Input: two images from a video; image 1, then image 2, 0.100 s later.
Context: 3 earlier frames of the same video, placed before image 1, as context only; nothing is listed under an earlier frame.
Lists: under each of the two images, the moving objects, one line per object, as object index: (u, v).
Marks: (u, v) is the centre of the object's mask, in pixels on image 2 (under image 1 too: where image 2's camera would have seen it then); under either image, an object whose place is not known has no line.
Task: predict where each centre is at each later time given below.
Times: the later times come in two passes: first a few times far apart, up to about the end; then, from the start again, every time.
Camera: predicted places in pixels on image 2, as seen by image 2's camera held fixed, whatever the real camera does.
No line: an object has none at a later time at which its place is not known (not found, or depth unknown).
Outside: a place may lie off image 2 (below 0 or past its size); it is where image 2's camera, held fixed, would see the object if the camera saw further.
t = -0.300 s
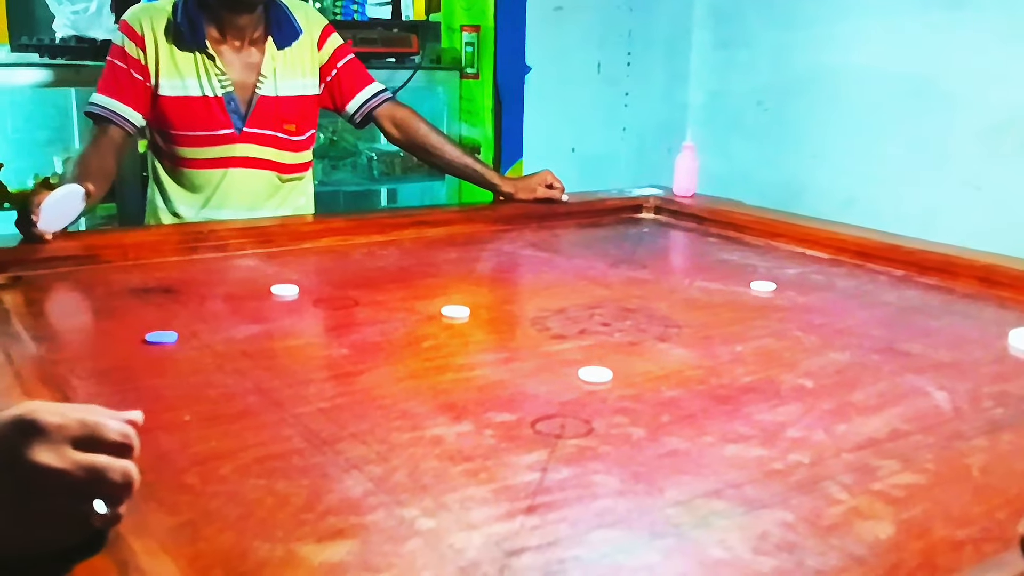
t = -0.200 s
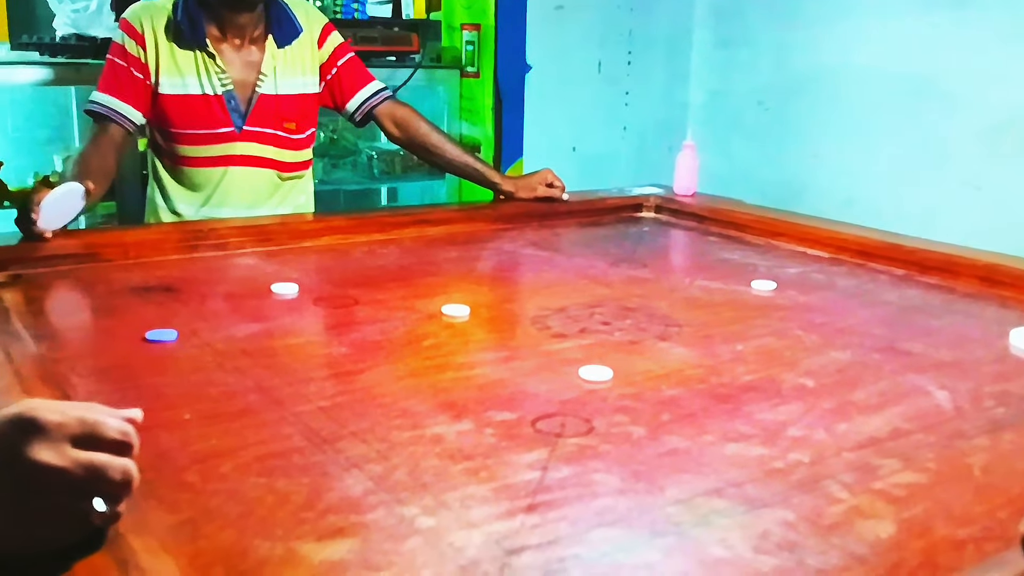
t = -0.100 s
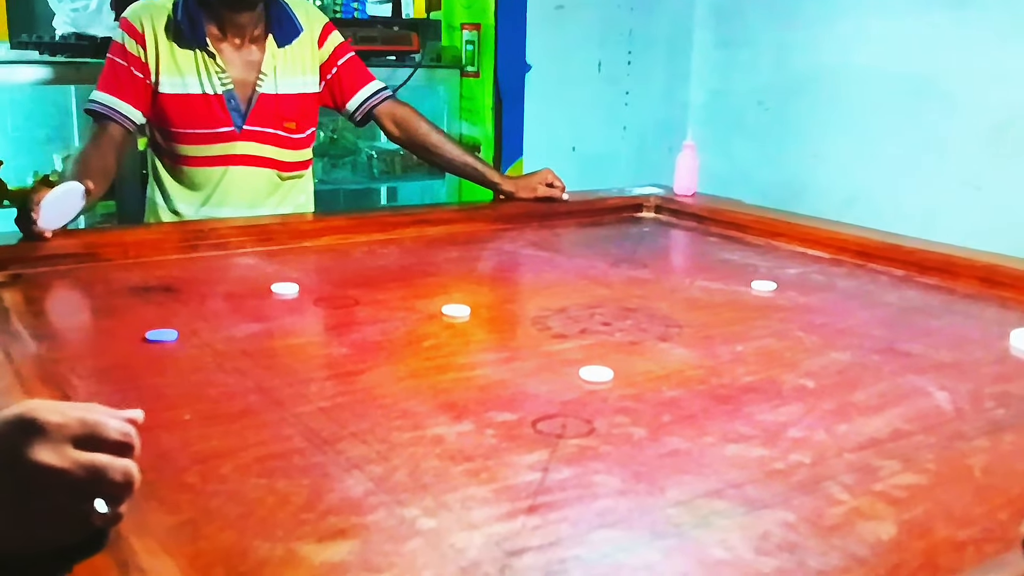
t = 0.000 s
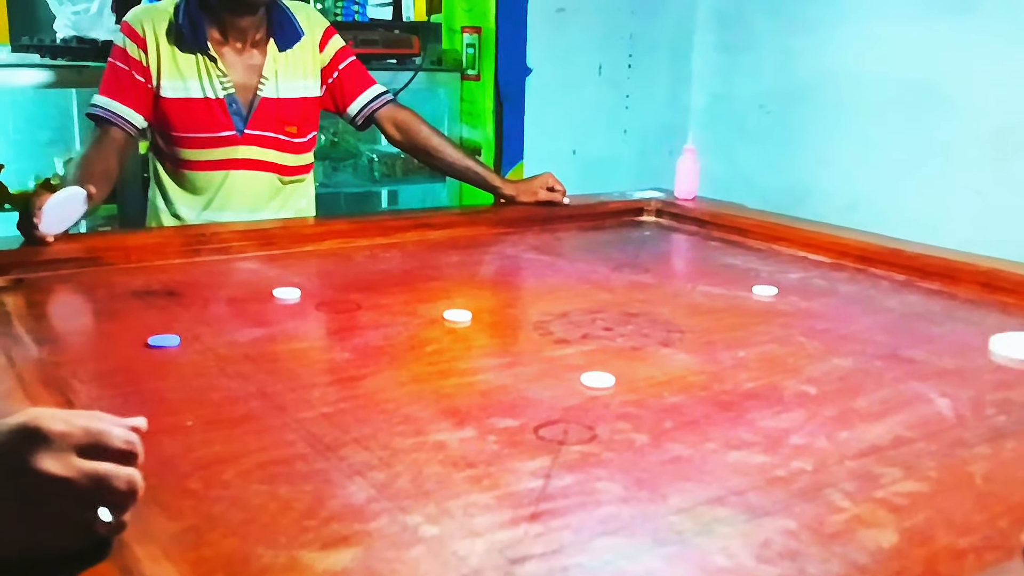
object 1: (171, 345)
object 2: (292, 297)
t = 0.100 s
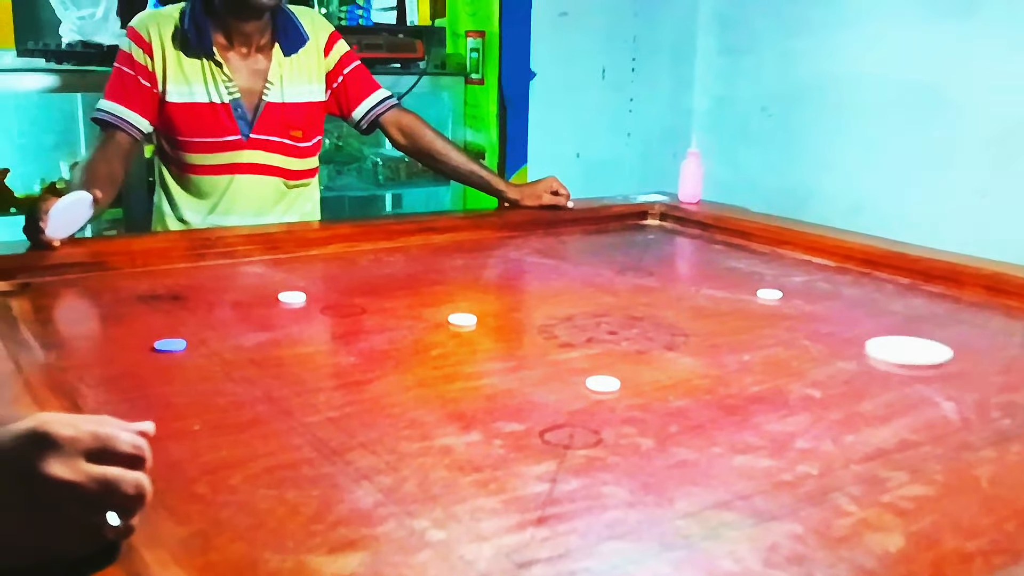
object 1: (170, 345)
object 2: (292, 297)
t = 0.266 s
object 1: (170, 345)
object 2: (292, 297)
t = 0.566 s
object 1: (170, 345)
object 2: (292, 297)
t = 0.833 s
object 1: (126, 292)
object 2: (292, 297)
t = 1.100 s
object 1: (325, 275)
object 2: (292, 297)
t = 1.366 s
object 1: (540, 292)
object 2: (416, 282)
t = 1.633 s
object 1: (762, 310)
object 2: (534, 266)
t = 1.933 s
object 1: (1011, 327)
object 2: (639, 253)
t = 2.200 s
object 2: (716, 243)
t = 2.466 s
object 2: (704, 243)
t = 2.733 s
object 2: (659, 246)
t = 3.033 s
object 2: (624, 249)
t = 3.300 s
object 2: (603, 251)
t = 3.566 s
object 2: (595, 251)
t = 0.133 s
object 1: (171, 345)
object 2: (292, 297)
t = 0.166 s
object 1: (171, 344)
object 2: (293, 297)
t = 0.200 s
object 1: (171, 345)
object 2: (292, 297)
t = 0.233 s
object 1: (170, 345)
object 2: (292, 297)
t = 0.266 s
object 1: (170, 345)
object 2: (292, 297)
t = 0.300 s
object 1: (170, 345)
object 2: (292, 297)
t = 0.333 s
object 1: (171, 345)
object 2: (292, 297)
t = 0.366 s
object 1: (170, 345)
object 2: (292, 297)
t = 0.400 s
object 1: (170, 345)
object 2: (292, 297)
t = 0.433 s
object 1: (170, 345)
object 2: (292, 298)
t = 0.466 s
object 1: (170, 345)
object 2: (292, 298)
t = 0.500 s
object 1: (170, 345)
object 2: (292, 297)
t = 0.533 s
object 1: (170, 345)
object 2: (292, 297)
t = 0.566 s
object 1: (170, 345)
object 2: (292, 297)
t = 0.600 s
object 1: (170, 345)
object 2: (292, 297)
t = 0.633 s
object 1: (170, 345)
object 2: (292, 297)
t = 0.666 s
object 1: (133, 341)
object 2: (292, 297)
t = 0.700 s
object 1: (74, 335)
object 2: (292, 297)
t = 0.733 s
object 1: (48, 326)
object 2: (292, 297)
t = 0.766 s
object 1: (76, 314)
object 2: (292, 297)
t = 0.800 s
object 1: (102, 302)
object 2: (292, 297)
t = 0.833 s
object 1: (126, 292)
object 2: (292, 297)
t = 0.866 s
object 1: (148, 282)
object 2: (293, 297)
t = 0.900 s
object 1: (167, 273)
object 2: (292, 297)
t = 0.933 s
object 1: (186, 265)
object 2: (292, 297)
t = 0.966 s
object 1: (214, 266)
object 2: (292, 297)
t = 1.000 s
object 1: (241, 269)
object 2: (292, 297)
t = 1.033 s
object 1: (269, 271)
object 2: (293, 297)
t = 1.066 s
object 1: (296, 273)
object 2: (293, 297)
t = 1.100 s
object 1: (325, 275)
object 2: (292, 297)
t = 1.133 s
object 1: (351, 277)
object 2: (293, 297)
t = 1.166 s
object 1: (378, 279)
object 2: (304, 296)
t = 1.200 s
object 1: (405, 282)
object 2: (324, 293)
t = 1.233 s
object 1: (432, 284)
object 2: (344, 291)
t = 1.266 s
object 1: (459, 286)
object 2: (363, 288)
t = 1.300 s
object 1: (486, 288)
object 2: (381, 286)
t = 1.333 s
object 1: (513, 290)
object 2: (399, 284)
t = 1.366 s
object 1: (540, 292)
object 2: (416, 282)
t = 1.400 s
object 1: (567, 294)
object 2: (432, 280)
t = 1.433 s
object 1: (594, 296)
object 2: (448, 277)
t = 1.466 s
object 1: (621, 298)
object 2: (463, 275)
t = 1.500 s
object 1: (649, 301)
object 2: (478, 274)
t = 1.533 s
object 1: (677, 303)
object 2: (492, 272)
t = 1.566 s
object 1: (705, 306)
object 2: (506, 270)
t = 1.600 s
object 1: (733, 307)
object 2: (521, 267)
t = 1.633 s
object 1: (762, 310)
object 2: (534, 266)
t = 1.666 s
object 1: (791, 312)
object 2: (547, 264)
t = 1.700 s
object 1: (819, 314)
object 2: (559, 263)
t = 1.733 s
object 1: (848, 316)
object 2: (572, 261)
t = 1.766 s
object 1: (877, 318)
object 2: (584, 260)
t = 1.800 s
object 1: (906, 321)
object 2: (595, 259)
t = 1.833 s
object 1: (935, 322)
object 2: (606, 257)
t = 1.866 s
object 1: (964, 324)
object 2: (617, 256)
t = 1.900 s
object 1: (993, 326)
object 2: (628, 255)
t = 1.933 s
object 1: (1011, 327)
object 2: (639, 253)
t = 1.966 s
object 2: (649, 252)
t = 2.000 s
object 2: (659, 250)
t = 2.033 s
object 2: (669, 249)
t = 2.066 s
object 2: (679, 247)
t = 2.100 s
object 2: (688, 246)
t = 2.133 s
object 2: (698, 245)
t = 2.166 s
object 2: (708, 244)
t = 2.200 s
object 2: (716, 243)
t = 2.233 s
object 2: (726, 242)
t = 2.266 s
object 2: (733, 241)
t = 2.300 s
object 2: (738, 241)
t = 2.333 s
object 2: (731, 242)
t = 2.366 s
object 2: (724, 242)
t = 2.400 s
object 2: (717, 242)
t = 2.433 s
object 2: (711, 243)
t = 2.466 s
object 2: (704, 243)
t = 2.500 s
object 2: (697, 243)
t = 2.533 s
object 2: (691, 244)
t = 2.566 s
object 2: (685, 244)
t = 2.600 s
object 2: (679, 245)
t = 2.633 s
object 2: (673, 245)
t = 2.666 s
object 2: (668, 246)
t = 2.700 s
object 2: (663, 246)
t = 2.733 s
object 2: (659, 246)
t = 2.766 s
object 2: (654, 247)
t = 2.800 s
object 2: (650, 247)
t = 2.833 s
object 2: (646, 247)
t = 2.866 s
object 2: (641, 248)
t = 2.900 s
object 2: (638, 248)
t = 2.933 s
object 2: (634, 248)
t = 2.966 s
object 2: (630, 249)
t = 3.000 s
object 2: (627, 249)
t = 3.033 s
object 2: (624, 249)
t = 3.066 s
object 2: (621, 249)
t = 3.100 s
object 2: (618, 250)
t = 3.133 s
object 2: (615, 250)
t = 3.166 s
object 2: (612, 250)
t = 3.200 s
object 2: (610, 250)
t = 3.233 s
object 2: (607, 251)
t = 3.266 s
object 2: (605, 251)
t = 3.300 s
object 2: (603, 251)
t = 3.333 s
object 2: (602, 251)
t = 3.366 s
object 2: (600, 251)
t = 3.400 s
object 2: (599, 251)
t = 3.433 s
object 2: (598, 251)
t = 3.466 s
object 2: (597, 252)
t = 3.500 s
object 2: (596, 252)
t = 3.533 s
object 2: (595, 252)
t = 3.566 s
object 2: (595, 251)
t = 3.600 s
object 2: (595, 251)
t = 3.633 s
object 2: (594, 252)
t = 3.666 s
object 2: (594, 251)
